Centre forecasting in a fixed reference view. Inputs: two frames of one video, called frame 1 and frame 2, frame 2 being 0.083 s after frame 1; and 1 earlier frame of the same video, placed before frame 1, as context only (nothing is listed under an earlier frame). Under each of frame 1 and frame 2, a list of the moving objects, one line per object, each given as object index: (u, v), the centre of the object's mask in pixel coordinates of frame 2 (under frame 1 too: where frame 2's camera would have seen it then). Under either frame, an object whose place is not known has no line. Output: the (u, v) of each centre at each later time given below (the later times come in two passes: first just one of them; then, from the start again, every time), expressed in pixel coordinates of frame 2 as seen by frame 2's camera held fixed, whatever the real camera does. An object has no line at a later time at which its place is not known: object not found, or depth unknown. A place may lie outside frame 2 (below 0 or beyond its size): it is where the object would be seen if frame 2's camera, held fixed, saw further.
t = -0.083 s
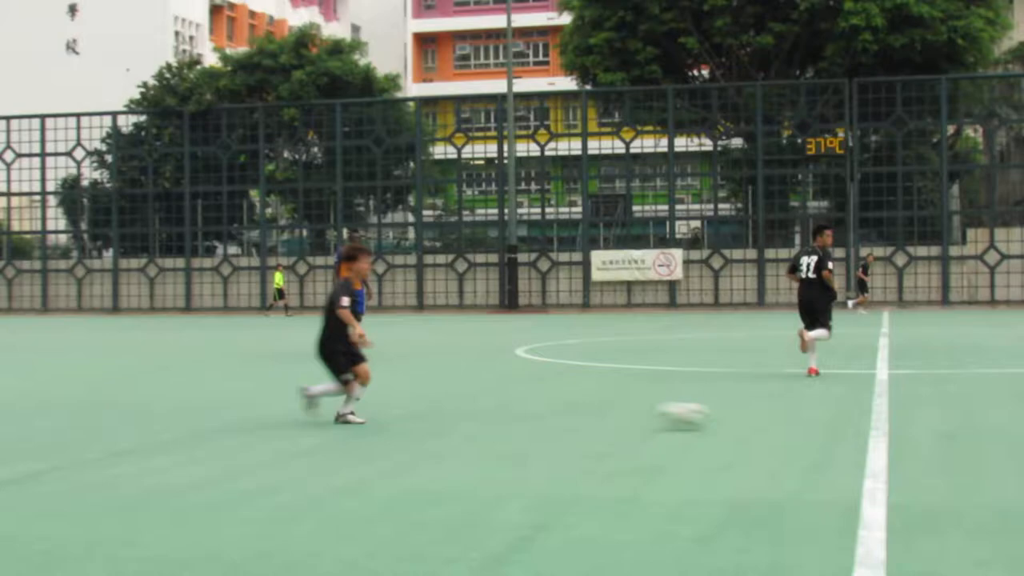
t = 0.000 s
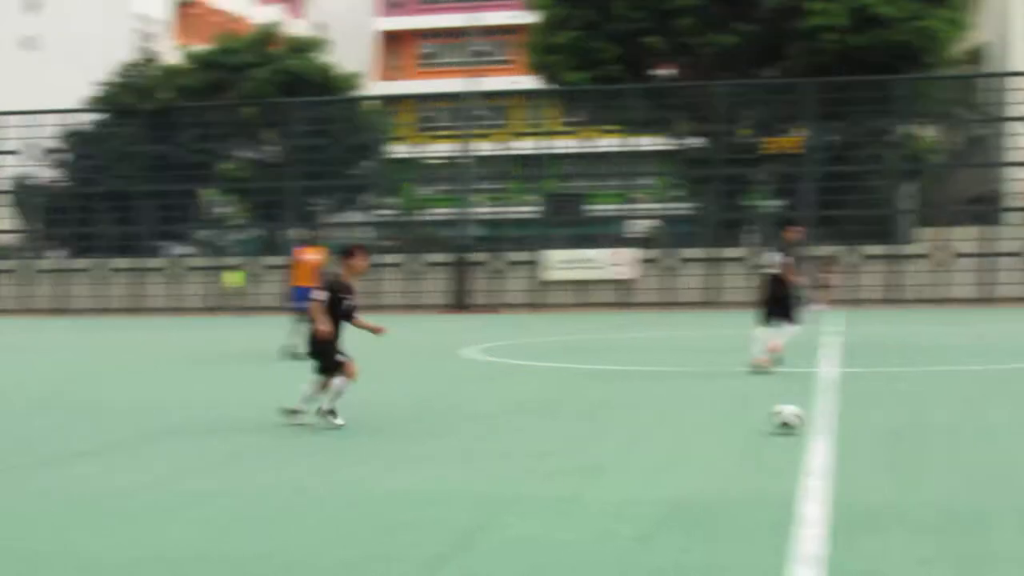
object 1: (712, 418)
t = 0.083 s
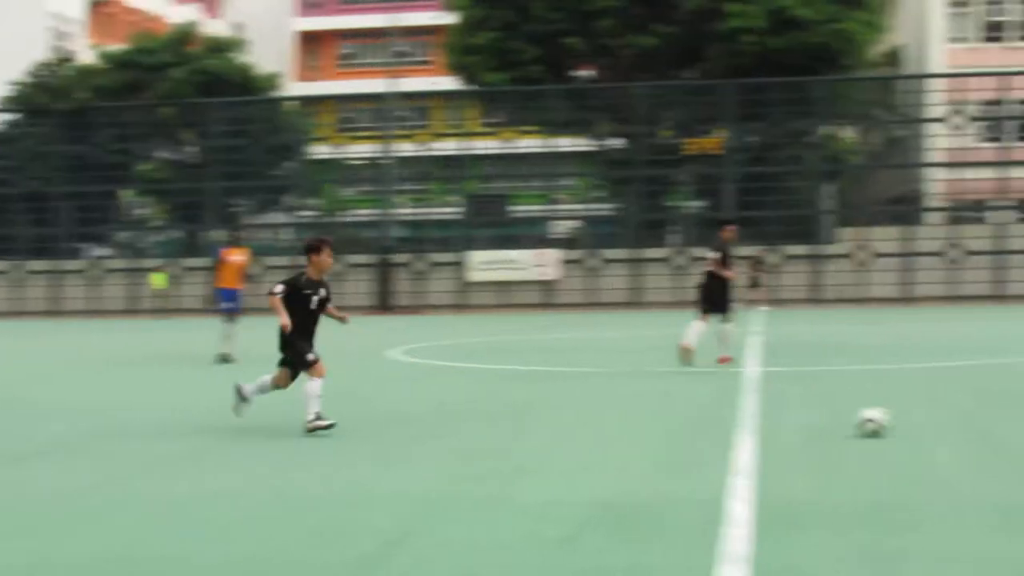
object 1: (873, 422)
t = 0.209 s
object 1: (1105, 423)
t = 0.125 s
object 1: (951, 421)
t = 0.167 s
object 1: (1030, 425)
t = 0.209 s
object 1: (1105, 423)
